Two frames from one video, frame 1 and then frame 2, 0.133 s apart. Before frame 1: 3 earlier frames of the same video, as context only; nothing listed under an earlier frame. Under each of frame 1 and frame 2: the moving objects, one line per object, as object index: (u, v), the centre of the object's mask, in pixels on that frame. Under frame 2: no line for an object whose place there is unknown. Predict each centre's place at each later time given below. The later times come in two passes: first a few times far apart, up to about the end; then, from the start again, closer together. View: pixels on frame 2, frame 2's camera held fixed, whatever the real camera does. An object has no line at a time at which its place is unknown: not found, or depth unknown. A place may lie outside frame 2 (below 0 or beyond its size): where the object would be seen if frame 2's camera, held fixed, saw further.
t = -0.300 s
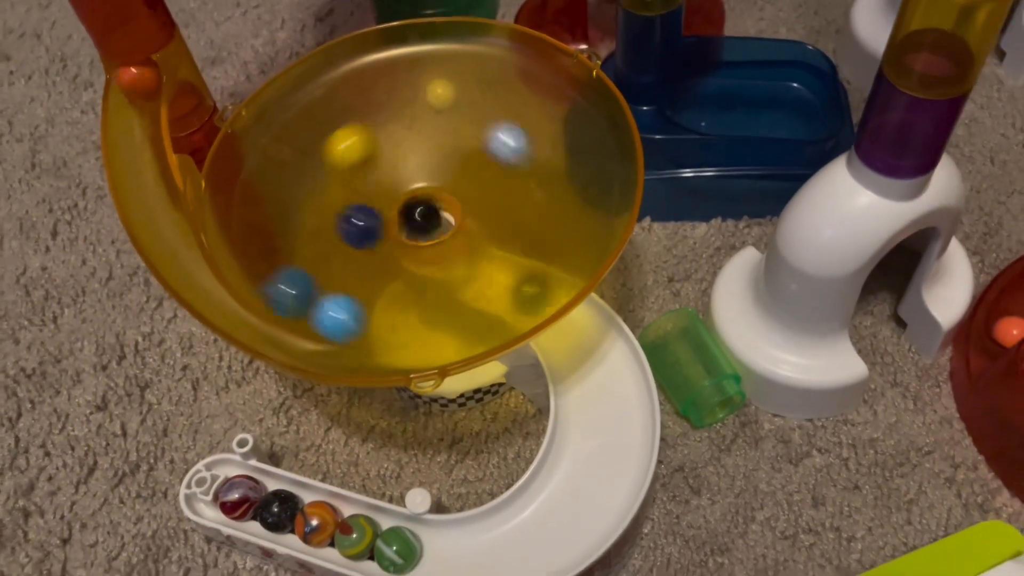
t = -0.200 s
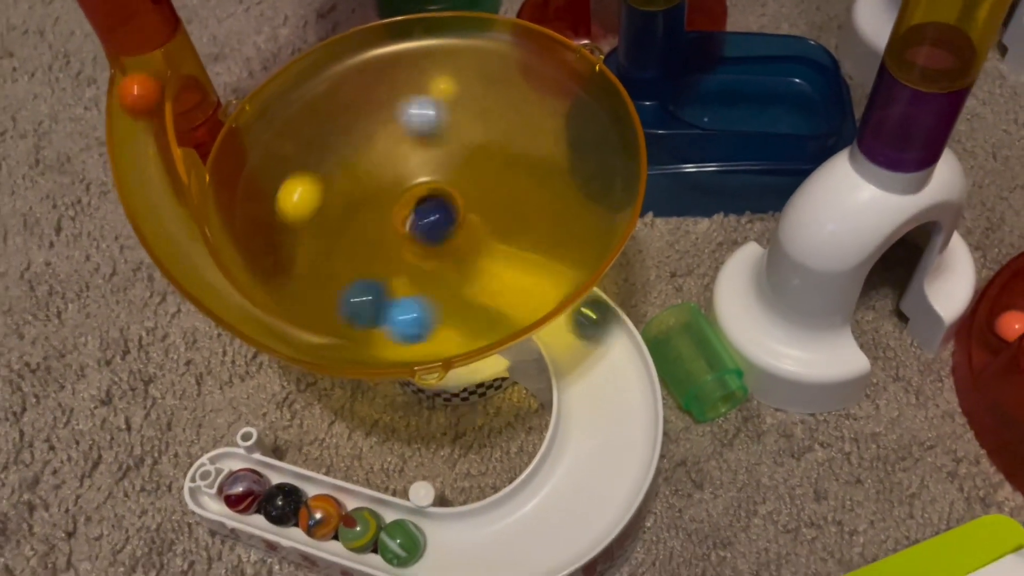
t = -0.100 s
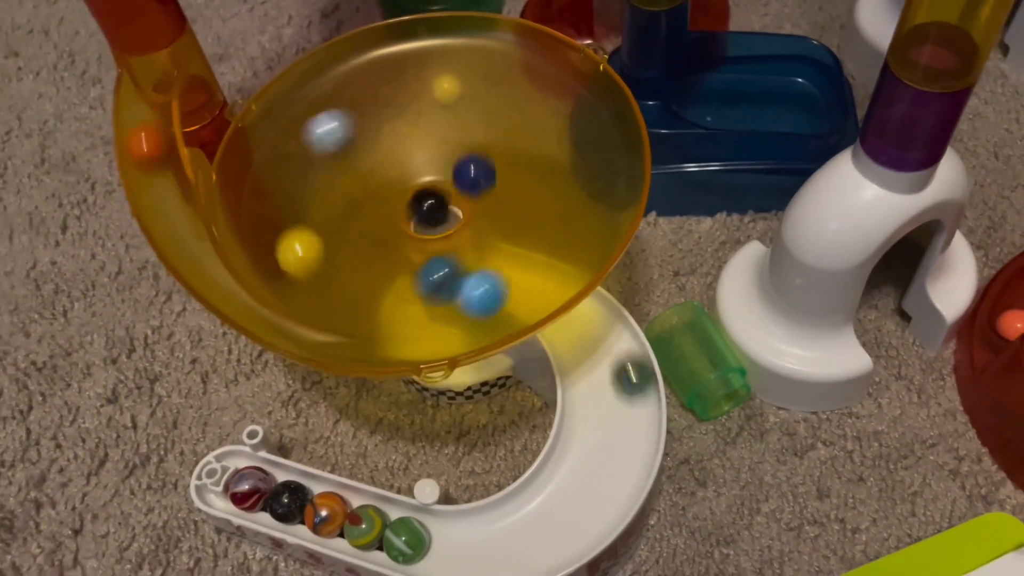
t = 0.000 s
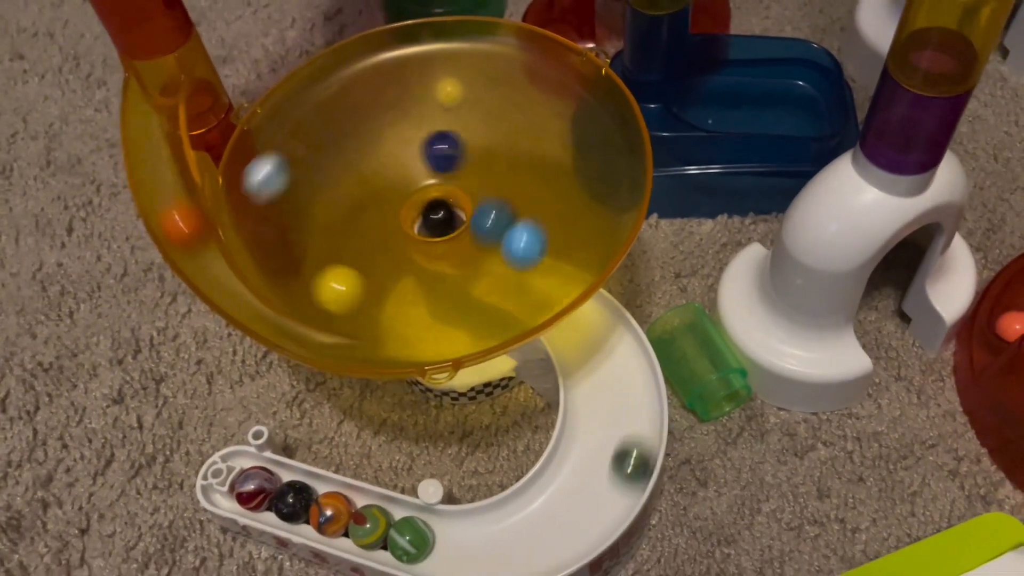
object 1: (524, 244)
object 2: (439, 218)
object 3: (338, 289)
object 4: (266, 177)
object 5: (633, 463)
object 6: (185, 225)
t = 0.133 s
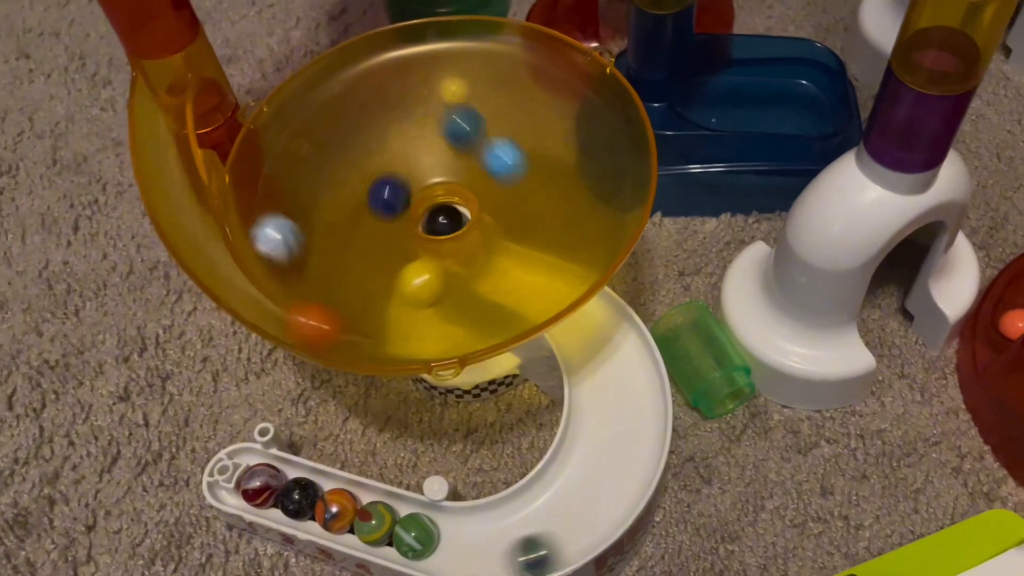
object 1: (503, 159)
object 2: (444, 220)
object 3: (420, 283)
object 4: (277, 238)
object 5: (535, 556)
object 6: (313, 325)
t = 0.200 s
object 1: (449, 127)
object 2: (446, 220)
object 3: (459, 257)
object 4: (317, 259)
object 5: (455, 559)
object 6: (409, 339)
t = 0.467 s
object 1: (324, 201)
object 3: (399, 107)
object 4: (528, 184)
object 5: (449, 557)
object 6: (621, 146)
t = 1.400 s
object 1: (291, 263)
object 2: (486, 529)
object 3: (346, 171)
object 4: (554, 183)
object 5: (449, 558)
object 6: (570, 231)
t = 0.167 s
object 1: (479, 142)
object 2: (445, 220)
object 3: (441, 270)
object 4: (293, 249)
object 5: (495, 560)
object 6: (366, 340)
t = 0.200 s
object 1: (449, 127)
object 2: (446, 220)
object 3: (459, 257)
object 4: (317, 259)
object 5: (455, 559)
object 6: (409, 339)
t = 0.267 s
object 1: (398, 123)
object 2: (450, 218)
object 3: (484, 218)
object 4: (376, 269)
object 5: (462, 557)
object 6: (505, 315)
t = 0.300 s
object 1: (375, 129)
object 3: (487, 196)
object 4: (409, 267)
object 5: (459, 556)
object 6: (549, 291)
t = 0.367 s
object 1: (341, 150)
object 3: (464, 147)
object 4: (474, 246)
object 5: (451, 555)
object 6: (603, 236)
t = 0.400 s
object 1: (330, 167)
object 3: (444, 130)
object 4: (499, 229)
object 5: (450, 556)
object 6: (619, 203)
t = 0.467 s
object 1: (324, 201)
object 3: (399, 107)
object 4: (528, 184)
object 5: (449, 557)
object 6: (621, 146)
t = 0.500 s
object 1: (331, 218)
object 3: (377, 103)
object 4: (531, 160)
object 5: (449, 557)
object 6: (612, 121)
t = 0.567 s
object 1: (360, 245)
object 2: (596, 312)
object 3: (343, 110)
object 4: (515, 121)
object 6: (580, 76)
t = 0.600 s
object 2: (610, 324)
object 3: (330, 118)
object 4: (498, 109)
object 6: (555, 57)
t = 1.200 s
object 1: (313, 164)
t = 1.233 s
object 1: (298, 181)
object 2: (486, 529)
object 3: (481, 135)
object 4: (490, 272)
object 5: (449, 558)
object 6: (455, 307)
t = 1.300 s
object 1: (282, 216)
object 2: (486, 529)
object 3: (425, 140)
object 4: (533, 240)
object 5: (449, 558)
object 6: (514, 287)
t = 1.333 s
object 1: (280, 233)
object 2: (486, 529)
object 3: (395, 146)
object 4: (546, 223)
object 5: (449, 558)
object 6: (538, 272)
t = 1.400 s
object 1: (291, 263)
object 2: (486, 529)
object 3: (346, 171)
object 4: (554, 183)
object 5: (449, 558)
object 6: (570, 231)
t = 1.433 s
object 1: (302, 274)
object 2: (486, 529)
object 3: (330, 187)
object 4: (548, 165)
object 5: (449, 558)
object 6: (579, 209)
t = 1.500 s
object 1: (336, 287)
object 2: (486, 529)
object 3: (313, 217)
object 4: (517, 132)
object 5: (449, 558)
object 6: (580, 168)
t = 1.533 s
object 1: (359, 290)
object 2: (486, 529)
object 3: (313, 232)
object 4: (493, 121)
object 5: (449, 558)
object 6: (571, 147)
